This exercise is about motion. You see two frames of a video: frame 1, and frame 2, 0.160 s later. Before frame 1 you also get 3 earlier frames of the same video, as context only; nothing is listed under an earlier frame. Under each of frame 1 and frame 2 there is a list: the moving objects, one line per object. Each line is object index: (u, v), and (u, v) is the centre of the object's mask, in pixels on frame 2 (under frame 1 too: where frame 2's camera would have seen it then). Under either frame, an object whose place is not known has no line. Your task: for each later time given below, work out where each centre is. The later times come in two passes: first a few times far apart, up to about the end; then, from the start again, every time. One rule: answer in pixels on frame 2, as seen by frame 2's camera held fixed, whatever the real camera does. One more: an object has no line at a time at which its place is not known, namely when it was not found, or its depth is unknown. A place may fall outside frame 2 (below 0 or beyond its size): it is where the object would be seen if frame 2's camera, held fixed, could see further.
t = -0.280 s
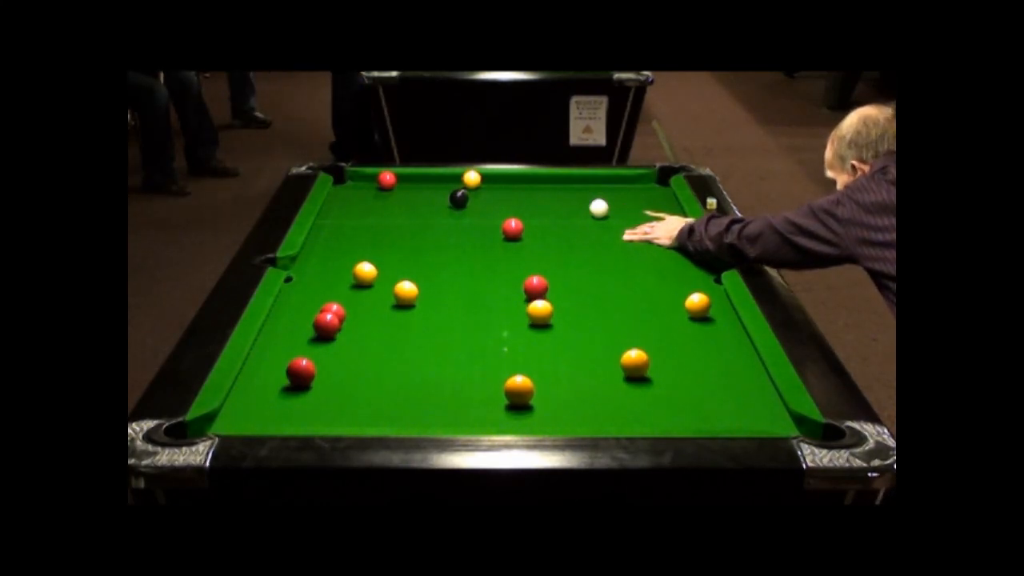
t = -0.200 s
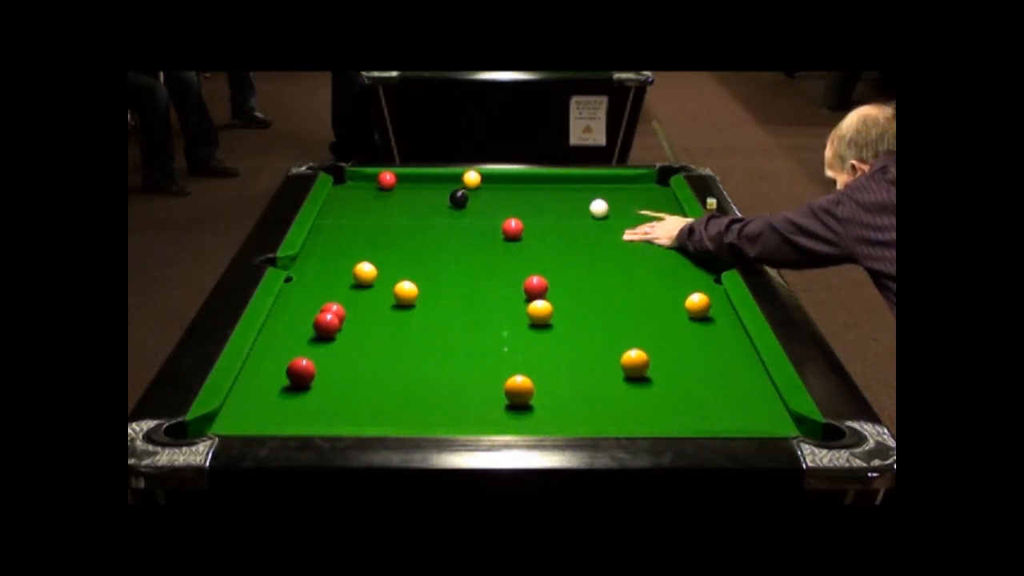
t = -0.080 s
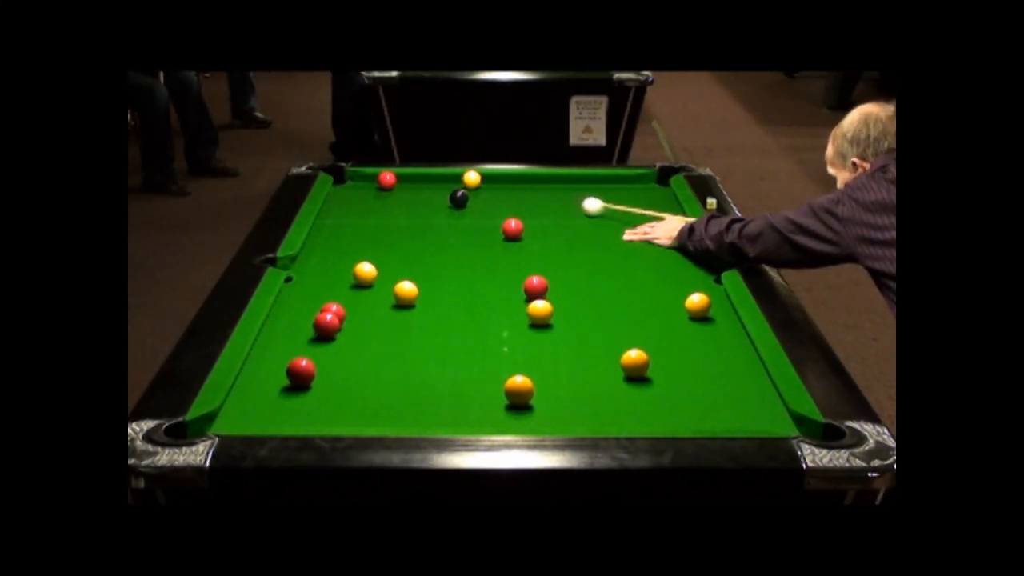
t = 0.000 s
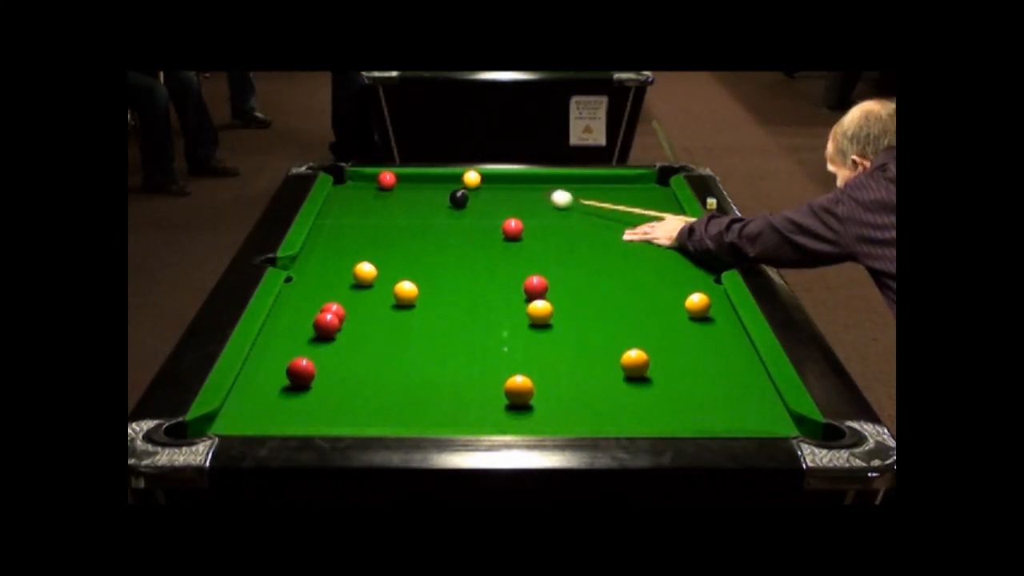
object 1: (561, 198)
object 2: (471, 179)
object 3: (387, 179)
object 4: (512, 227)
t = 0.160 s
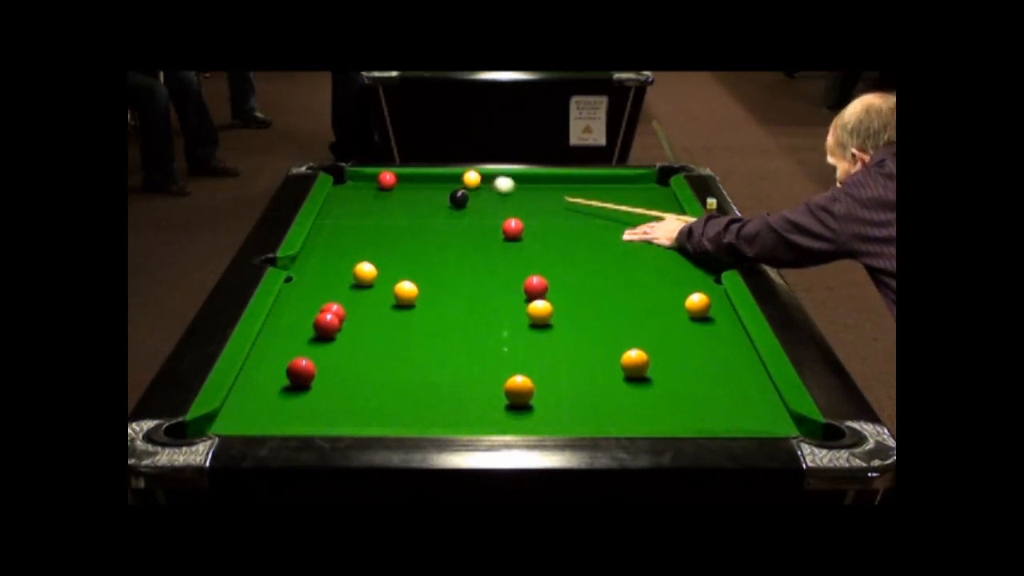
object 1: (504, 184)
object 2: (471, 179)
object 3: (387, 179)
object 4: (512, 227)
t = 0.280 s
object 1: (493, 177)
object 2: (448, 177)
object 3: (387, 179)
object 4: (512, 227)
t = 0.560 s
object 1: (499, 189)
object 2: (397, 176)
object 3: (380, 180)
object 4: (512, 227)
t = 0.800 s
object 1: (503, 198)
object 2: (378, 177)
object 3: (360, 184)
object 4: (512, 227)
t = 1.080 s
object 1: (507, 209)
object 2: (358, 178)
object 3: (340, 188)
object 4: (512, 227)
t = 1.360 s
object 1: (509, 216)
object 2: (341, 178)
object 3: (352, 191)
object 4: (512, 228)
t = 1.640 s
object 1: (511, 220)
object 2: (350, 178)
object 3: (362, 192)
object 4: (513, 232)
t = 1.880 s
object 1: (511, 222)
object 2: (356, 178)
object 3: (368, 193)
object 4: (514, 237)
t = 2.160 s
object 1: (512, 224)
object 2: (361, 178)
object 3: (374, 194)
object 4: (516, 241)
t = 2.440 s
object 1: (512, 225)
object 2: (363, 178)
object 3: (378, 195)
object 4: (516, 246)
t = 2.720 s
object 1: (512, 225)
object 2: (363, 178)
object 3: (380, 196)
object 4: (517, 249)
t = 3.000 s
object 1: (512, 225)
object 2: (363, 178)
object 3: (381, 196)
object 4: (516, 252)
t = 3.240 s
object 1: (512, 225)
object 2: (363, 178)
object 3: (381, 196)
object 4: (516, 253)
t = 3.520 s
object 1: (512, 225)
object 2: (363, 178)
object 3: (380, 196)
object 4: (516, 254)
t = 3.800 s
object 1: (512, 225)
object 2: (363, 178)
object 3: (381, 196)
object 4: (516, 254)
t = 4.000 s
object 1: (512, 225)
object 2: (363, 178)
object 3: (381, 196)
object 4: (516, 254)
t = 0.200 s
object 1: (491, 181)
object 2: (471, 179)
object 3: (387, 179)
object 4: (512, 227)
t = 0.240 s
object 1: (491, 179)
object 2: (459, 178)
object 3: (387, 179)
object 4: (512, 227)
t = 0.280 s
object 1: (493, 177)
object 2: (448, 177)
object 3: (387, 179)
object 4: (512, 227)
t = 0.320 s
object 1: (495, 179)
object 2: (439, 177)
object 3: (387, 179)
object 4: (512, 227)
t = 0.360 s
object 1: (496, 181)
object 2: (430, 176)
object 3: (387, 179)
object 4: (512, 227)
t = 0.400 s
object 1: (497, 182)
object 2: (422, 176)
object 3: (387, 180)
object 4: (512, 227)
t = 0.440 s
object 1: (497, 184)
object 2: (413, 176)
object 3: (387, 179)
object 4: (512, 227)
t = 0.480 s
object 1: (498, 186)
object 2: (406, 177)
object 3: (387, 179)
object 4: (512, 227)
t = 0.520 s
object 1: (499, 187)
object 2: (400, 176)
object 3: (384, 180)
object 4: (512, 227)
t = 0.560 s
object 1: (499, 189)
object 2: (397, 176)
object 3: (380, 180)
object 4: (512, 227)
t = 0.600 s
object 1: (500, 190)
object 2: (393, 176)
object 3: (377, 181)
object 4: (512, 227)
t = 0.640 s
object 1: (501, 192)
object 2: (390, 176)
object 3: (373, 182)
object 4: (512, 227)
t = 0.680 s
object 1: (501, 193)
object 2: (387, 176)
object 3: (370, 182)
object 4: (512, 227)
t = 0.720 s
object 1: (502, 195)
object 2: (383, 176)
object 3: (367, 183)
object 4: (512, 227)
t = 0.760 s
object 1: (502, 197)
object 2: (380, 176)
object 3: (363, 183)
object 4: (512, 227)
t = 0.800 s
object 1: (503, 198)
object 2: (378, 177)
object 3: (360, 184)
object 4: (512, 227)
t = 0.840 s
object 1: (503, 200)
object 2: (375, 177)
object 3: (357, 184)
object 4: (512, 227)
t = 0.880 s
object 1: (504, 201)
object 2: (372, 177)
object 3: (354, 185)
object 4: (512, 227)
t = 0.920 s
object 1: (505, 203)
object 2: (369, 177)
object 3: (350, 186)
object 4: (512, 227)
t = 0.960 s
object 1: (505, 204)
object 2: (366, 177)
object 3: (347, 186)
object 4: (512, 227)
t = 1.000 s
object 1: (506, 206)
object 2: (363, 178)
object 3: (343, 187)
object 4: (512, 227)
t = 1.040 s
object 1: (506, 208)
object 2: (361, 178)
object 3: (341, 187)
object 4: (512, 227)
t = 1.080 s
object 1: (507, 209)
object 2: (358, 178)
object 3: (340, 188)
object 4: (512, 227)
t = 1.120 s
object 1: (507, 210)
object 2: (356, 178)
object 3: (341, 188)
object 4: (512, 228)
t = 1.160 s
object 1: (507, 211)
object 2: (354, 178)
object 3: (343, 189)
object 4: (512, 228)
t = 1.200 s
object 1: (508, 212)
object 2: (351, 177)
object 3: (344, 190)
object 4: (512, 228)
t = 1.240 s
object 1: (508, 213)
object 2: (349, 177)
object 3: (346, 190)
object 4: (512, 228)
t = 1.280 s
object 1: (509, 214)
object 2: (346, 177)
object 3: (348, 190)
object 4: (512, 228)
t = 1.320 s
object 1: (509, 215)
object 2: (343, 178)
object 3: (350, 190)
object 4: (512, 228)
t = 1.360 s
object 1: (509, 216)
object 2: (341, 178)
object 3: (352, 191)
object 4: (512, 228)
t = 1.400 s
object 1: (510, 217)
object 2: (342, 178)
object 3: (353, 191)
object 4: (512, 228)
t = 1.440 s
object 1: (510, 218)
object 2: (344, 178)
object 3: (355, 191)
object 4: (512, 228)
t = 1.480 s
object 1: (510, 219)
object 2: (345, 178)
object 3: (356, 191)
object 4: (512, 229)
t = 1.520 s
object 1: (511, 219)
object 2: (347, 178)
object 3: (358, 191)
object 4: (513, 230)
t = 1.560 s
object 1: (511, 220)
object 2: (348, 178)
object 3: (359, 191)
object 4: (513, 231)
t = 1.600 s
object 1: (511, 220)
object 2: (349, 178)
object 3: (360, 192)
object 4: (513, 231)
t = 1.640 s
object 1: (511, 220)
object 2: (350, 178)
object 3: (362, 192)
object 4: (513, 232)
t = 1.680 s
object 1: (511, 221)
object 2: (351, 178)
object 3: (363, 192)
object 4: (513, 233)
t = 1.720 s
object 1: (511, 221)
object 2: (352, 178)
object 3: (364, 192)
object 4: (513, 234)
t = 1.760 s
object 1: (511, 221)
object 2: (353, 178)
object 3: (365, 192)
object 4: (514, 235)
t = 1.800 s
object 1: (511, 222)
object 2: (354, 178)
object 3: (366, 193)
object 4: (514, 236)
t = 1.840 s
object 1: (511, 222)
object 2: (355, 178)
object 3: (367, 193)
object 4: (514, 236)
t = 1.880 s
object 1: (511, 222)
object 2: (356, 178)
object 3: (368, 193)
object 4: (514, 237)
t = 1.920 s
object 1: (511, 222)
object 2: (357, 178)
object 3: (370, 194)
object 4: (515, 237)
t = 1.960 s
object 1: (511, 223)
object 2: (358, 178)
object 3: (370, 194)
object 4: (515, 238)
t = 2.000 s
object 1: (511, 223)
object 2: (359, 178)
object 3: (371, 194)
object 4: (515, 239)
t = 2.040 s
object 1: (511, 224)
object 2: (359, 178)
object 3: (372, 194)
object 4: (515, 240)
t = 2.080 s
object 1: (511, 223)
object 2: (360, 178)
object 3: (373, 194)
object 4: (515, 240)
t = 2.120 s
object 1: (511, 224)
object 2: (361, 178)
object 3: (374, 194)
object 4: (515, 241)
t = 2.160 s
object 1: (512, 224)
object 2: (361, 178)
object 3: (374, 194)
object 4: (516, 241)
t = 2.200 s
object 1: (512, 224)
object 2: (361, 178)
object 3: (375, 194)
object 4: (516, 242)
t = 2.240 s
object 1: (512, 224)
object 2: (362, 178)
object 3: (376, 195)
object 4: (516, 242)
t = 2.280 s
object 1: (512, 224)
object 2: (362, 178)
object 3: (376, 195)
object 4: (516, 243)
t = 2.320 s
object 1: (512, 224)
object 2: (363, 178)
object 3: (377, 195)
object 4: (516, 244)
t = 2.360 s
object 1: (512, 225)
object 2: (363, 178)
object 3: (377, 195)
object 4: (516, 245)
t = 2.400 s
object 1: (512, 225)
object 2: (363, 178)
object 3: (378, 195)
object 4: (516, 245)
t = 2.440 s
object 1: (512, 225)
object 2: (363, 178)
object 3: (378, 195)
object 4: (516, 246)
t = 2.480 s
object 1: (512, 225)
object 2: (364, 178)
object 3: (379, 195)
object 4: (517, 246)
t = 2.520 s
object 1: (512, 225)
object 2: (364, 178)
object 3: (379, 196)
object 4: (517, 247)
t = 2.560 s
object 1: (512, 225)
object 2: (364, 178)
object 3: (379, 196)
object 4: (517, 247)
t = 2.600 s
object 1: (512, 225)
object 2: (364, 178)
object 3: (380, 196)
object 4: (517, 247)
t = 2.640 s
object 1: (512, 225)
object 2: (363, 178)
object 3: (380, 196)
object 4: (517, 248)
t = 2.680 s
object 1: (512, 225)
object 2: (363, 178)
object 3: (380, 196)
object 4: (517, 249)
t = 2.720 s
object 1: (512, 225)
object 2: (363, 178)
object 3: (380, 196)
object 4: (517, 249)
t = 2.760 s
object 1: (512, 225)
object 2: (363, 178)
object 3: (380, 196)
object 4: (517, 250)
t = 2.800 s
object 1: (512, 225)
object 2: (363, 178)
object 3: (380, 196)
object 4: (517, 250)
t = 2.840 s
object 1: (512, 225)
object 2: (363, 178)
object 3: (380, 196)
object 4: (517, 250)
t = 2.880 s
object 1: (512, 225)
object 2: (363, 178)
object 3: (380, 196)
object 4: (516, 251)
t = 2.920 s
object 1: (512, 225)
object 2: (363, 178)
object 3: (380, 196)
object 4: (516, 251)
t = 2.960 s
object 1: (512, 225)
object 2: (363, 178)
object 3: (381, 196)
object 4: (516, 252)
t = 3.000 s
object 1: (512, 225)
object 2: (363, 178)
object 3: (381, 196)
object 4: (516, 252)
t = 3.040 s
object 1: (512, 225)
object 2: (363, 178)
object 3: (381, 196)
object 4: (516, 252)
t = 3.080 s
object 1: (512, 225)
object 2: (363, 178)
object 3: (381, 196)
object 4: (516, 252)
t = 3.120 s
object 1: (512, 225)
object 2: (363, 178)
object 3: (381, 196)
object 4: (516, 253)
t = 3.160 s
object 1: (512, 225)
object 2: (363, 178)
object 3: (381, 196)
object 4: (516, 253)
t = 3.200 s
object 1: (512, 225)
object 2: (363, 178)
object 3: (381, 196)
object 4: (516, 253)
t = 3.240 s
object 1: (512, 225)
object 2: (363, 178)
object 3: (381, 196)
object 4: (516, 253)
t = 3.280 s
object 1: (512, 225)
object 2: (363, 178)
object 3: (381, 196)
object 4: (516, 253)
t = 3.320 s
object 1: (512, 225)
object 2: (363, 178)
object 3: (381, 196)
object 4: (516, 253)
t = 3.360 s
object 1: (512, 225)
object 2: (363, 178)
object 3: (380, 196)
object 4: (516, 254)
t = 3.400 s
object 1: (512, 225)
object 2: (363, 178)
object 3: (380, 196)
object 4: (516, 254)
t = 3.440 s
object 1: (512, 225)
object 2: (363, 178)
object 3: (380, 196)
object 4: (516, 254)
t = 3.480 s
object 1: (512, 225)
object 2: (363, 178)
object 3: (380, 196)
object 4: (516, 254)
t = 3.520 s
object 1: (512, 225)
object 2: (363, 178)
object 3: (380, 196)
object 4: (516, 254)
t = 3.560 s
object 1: (512, 225)
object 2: (363, 178)
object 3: (380, 196)
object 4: (516, 254)
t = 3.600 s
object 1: (512, 225)
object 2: (363, 178)
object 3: (380, 196)
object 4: (516, 254)
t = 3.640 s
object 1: (512, 225)
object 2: (363, 178)
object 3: (381, 196)
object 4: (516, 254)
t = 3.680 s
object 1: (512, 225)
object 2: (363, 178)
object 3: (381, 196)
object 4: (516, 254)
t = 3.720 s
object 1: (512, 225)
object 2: (363, 178)
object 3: (381, 196)
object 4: (516, 254)
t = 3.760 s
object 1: (512, 225)
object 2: (363, 178)
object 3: (381, 196)
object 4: (516, 254)
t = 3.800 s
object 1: (512, 225)
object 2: (363, 178)
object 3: (381, 196)
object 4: (516, 254)
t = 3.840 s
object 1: (512, 225)
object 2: (363, 178)
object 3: (381, 196)
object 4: (516, 254)
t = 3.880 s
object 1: (512, 225)
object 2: (363, 178)
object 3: (381, 196)
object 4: (516, 254)
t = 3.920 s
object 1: (512, 225)
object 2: (363, 178)
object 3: (381, 196)
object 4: (516, 254)
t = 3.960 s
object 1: (512, 225)
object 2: (363, 178)
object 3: (381, 196)
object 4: (516, 254)
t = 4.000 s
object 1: (512, 225)
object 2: (363, 178)
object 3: (381, 196)
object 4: (516, 254)
